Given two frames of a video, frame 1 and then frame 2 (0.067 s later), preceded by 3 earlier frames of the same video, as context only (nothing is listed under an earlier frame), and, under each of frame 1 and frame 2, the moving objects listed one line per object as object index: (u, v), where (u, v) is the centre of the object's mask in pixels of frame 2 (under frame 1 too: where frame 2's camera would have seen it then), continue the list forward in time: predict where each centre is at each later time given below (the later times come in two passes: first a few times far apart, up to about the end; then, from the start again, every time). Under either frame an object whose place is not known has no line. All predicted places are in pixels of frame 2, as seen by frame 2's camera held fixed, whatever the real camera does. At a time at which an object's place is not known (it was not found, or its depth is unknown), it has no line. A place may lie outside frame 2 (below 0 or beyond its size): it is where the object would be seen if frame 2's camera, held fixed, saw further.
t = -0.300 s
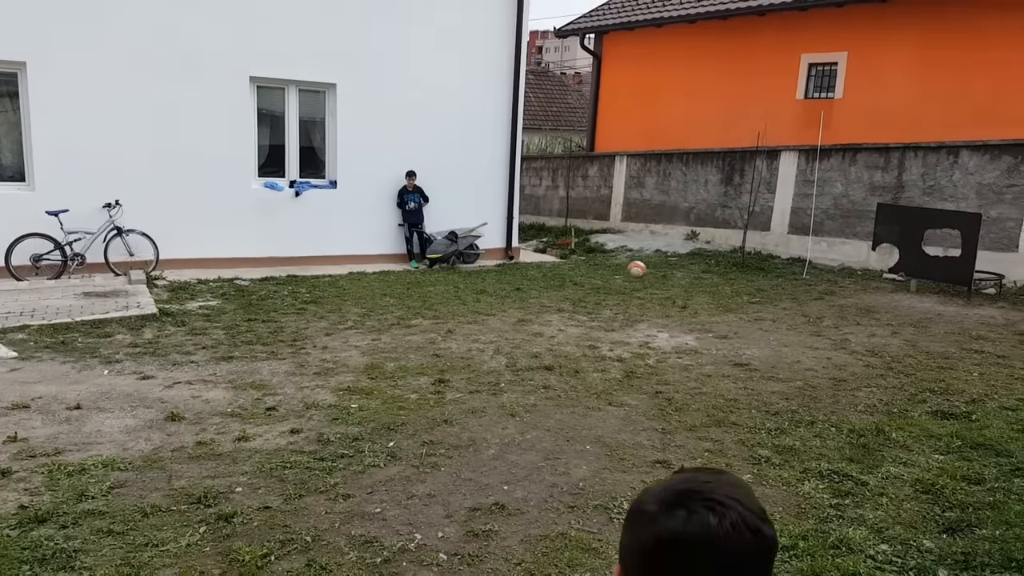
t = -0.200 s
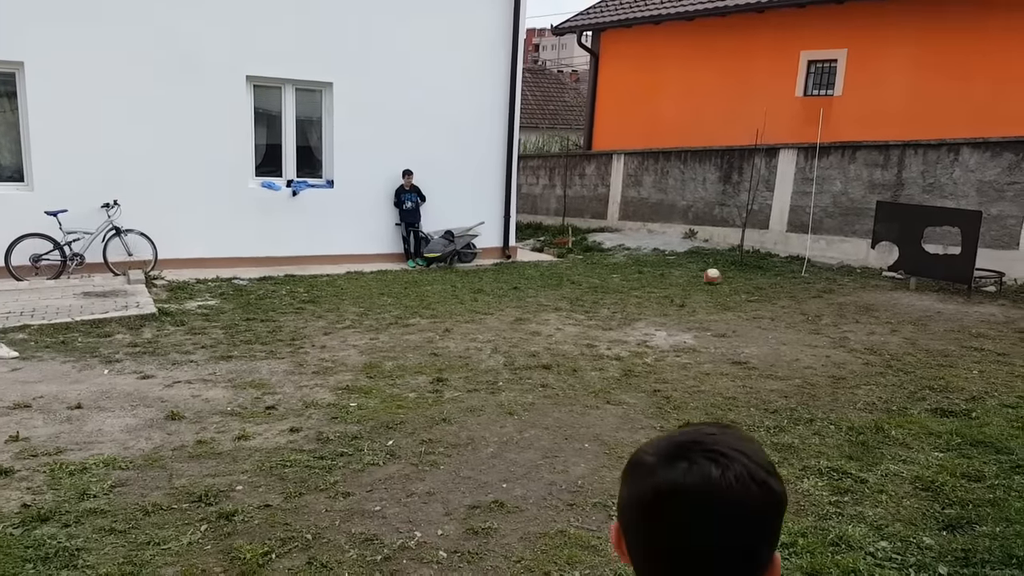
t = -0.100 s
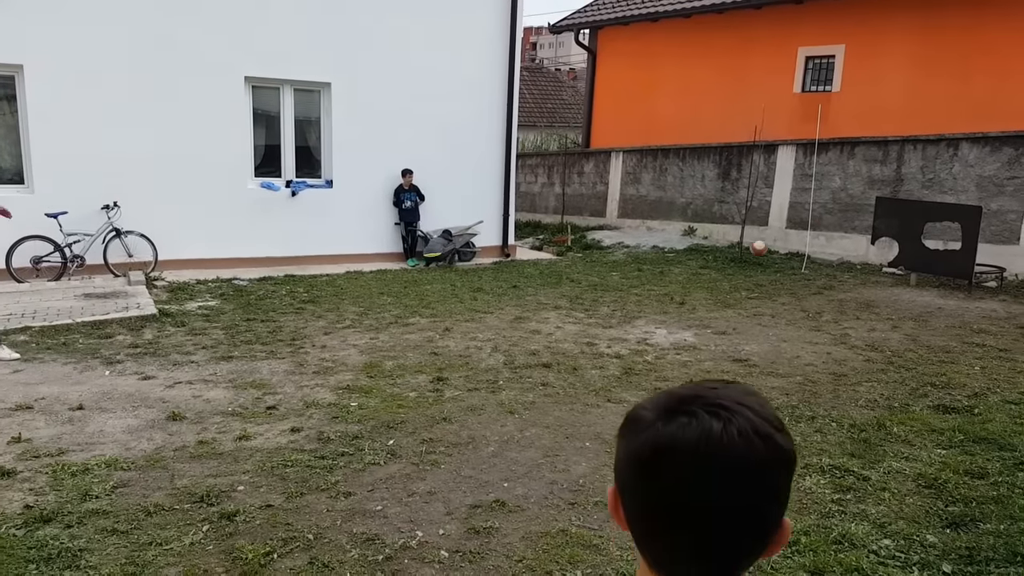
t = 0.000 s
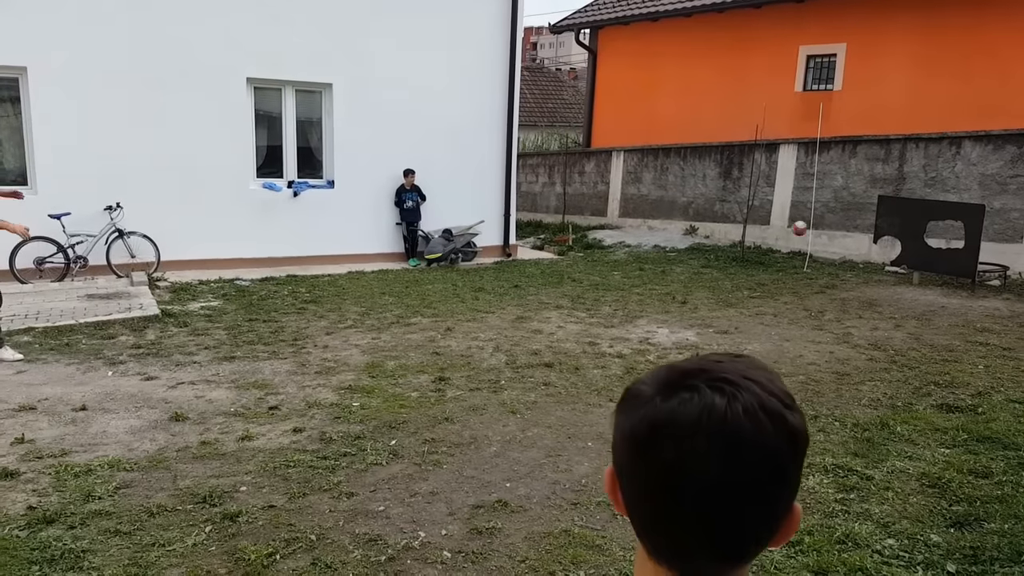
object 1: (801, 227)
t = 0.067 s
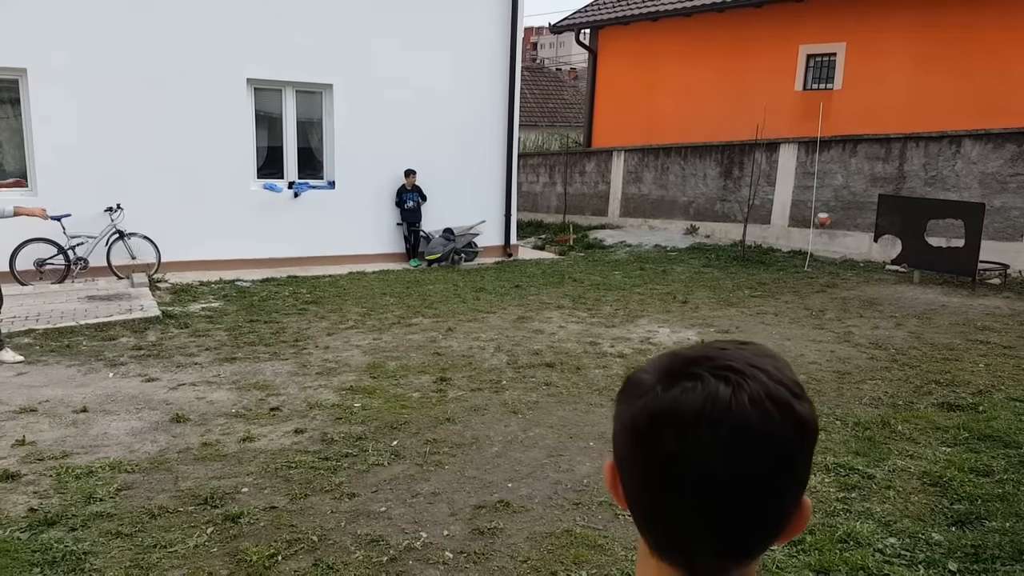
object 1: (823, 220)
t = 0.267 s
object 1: (798, 199)
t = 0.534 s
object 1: (743, 209)
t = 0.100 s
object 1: (826, 216)
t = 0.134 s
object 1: (823, 211)
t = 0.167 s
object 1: (817, 206)
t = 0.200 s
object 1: (811, 202)
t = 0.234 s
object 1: (805, 201)
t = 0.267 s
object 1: (798, 199)
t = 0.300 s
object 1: (792, 199)
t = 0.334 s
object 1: (786, 198)
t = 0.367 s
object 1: (780, 198)
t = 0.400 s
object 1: (773, 198)
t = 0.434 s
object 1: (766, 200)
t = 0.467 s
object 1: (759, 202)
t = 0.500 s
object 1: (750, 205)
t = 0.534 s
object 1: (743, 209)
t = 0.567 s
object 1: (734, 215)
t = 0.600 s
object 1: (725, 222)
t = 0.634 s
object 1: (715, 231)
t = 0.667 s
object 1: (706, 240)
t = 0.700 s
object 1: (696, 250)
